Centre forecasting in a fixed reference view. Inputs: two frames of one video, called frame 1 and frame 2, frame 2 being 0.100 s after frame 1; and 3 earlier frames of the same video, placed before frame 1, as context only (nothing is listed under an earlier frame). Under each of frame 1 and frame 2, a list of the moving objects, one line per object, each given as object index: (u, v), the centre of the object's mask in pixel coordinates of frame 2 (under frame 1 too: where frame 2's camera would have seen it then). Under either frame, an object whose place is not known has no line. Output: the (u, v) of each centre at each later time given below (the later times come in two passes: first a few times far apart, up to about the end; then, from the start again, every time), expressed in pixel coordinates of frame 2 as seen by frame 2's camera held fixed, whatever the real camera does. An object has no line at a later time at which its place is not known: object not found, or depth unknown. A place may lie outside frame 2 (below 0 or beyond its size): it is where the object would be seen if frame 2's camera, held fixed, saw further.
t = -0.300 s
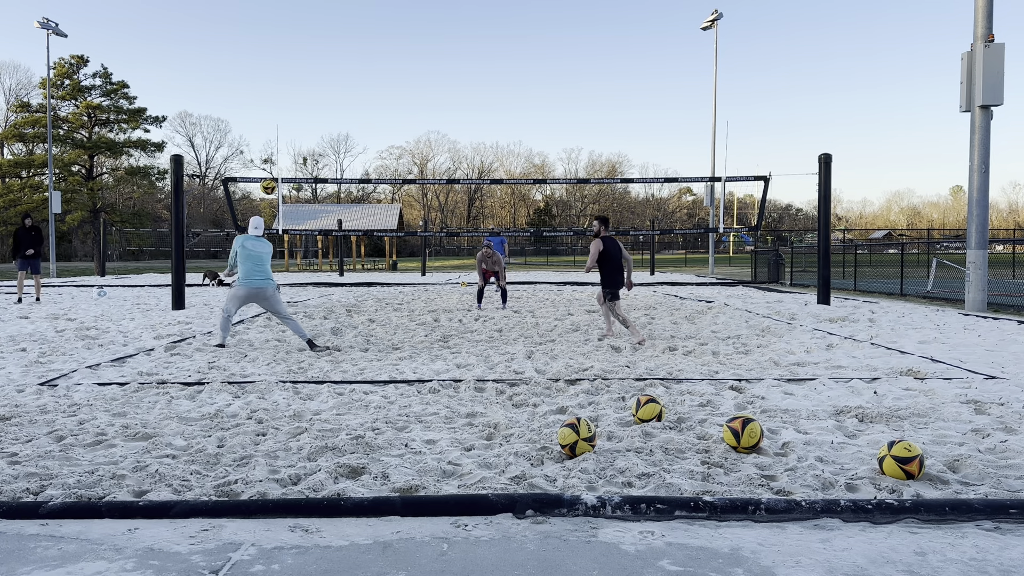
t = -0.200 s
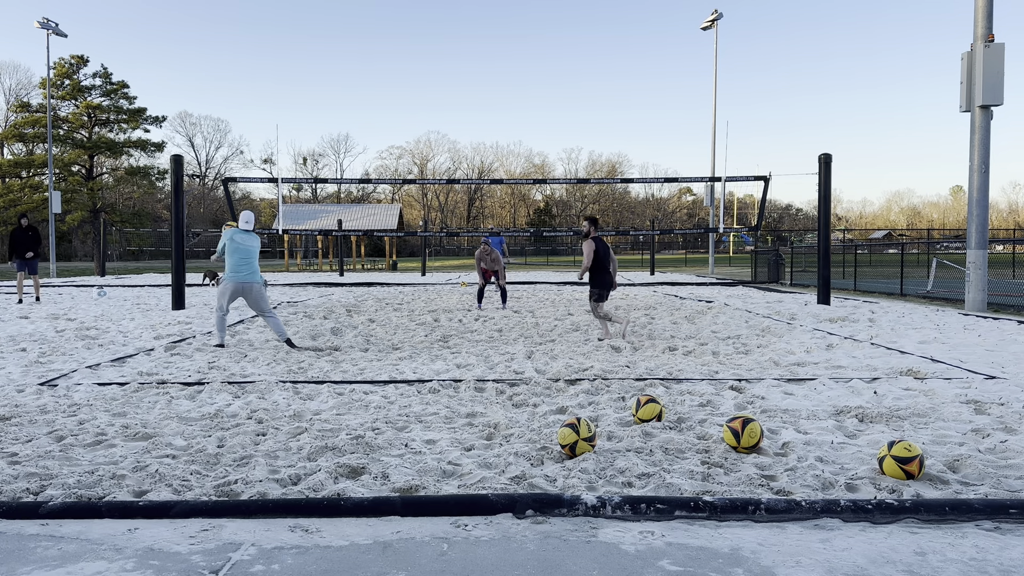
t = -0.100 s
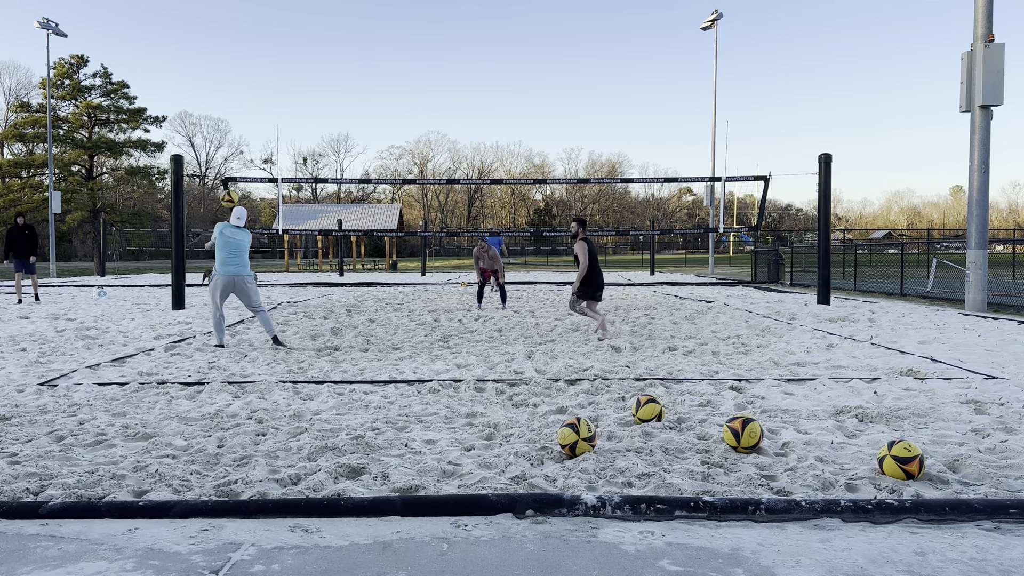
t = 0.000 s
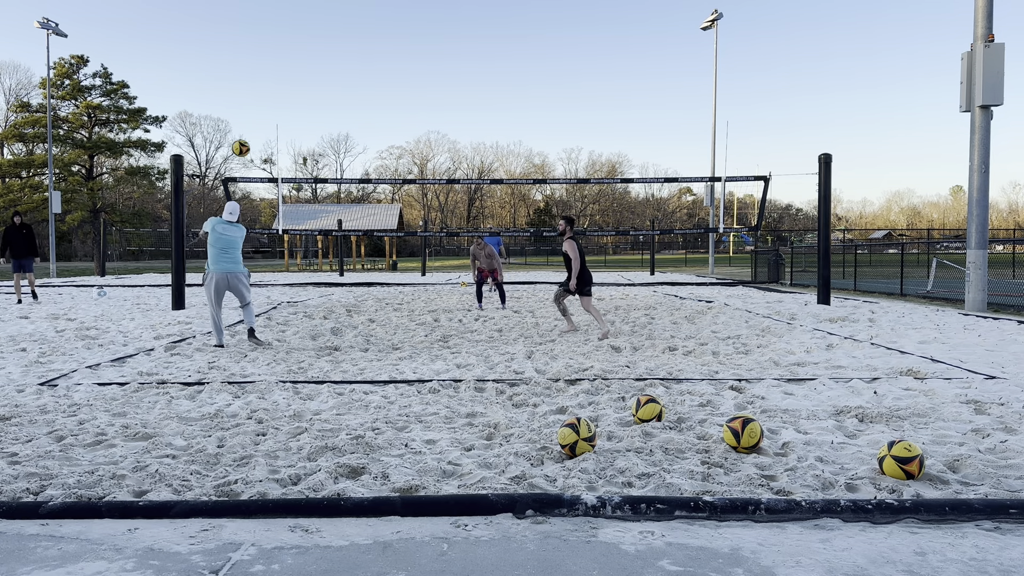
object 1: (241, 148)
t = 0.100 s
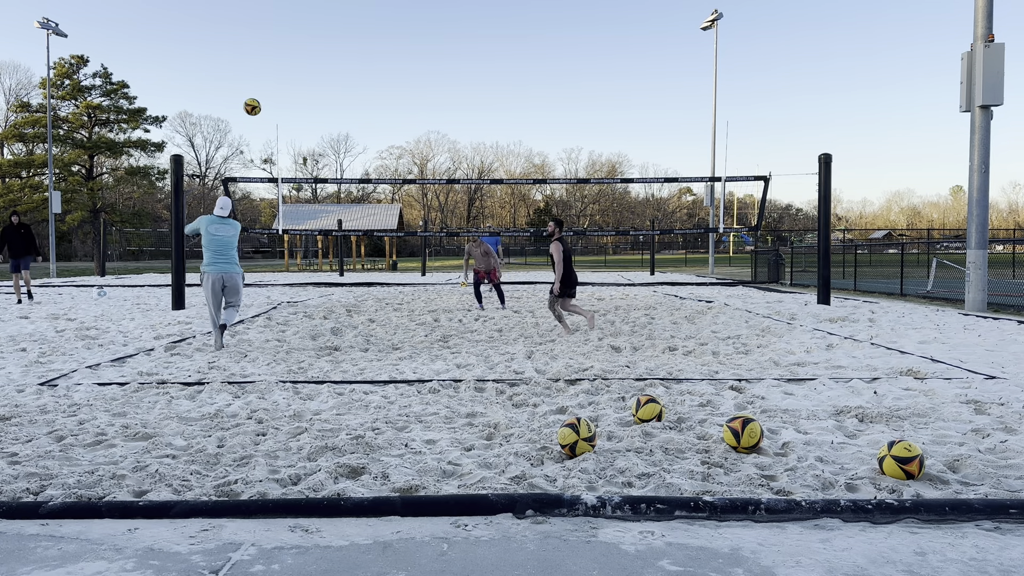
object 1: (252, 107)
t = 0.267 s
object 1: (270, 59)
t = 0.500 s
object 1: (296, 31)
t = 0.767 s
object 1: (325, 50)
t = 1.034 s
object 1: (352, 116)
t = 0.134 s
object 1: (256, 95)
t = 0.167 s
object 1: (259, 85)
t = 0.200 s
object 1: (263, 75)
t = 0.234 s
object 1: (266, 67)
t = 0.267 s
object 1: (270, 59)
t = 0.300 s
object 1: (274, 52)
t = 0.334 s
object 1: (278, 47)
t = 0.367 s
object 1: (281, 42)
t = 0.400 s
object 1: (285, 38)
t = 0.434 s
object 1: (288, 35)
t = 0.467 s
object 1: (292, 33)
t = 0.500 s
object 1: (296, 31)
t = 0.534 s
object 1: (299, 31)
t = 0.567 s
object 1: (303, 31)
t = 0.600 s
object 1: (307, 32)
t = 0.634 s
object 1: (310, 34)
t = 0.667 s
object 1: (314, 37)
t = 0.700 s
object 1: (317, 41)
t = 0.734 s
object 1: (321, 45)
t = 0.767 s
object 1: (325, 50)
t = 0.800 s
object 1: (328, 56)
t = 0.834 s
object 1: (332, 62)
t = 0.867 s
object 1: (335, 70)
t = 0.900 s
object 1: (339, 77)
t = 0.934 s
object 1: (342, 86)
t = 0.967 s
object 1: (346, 95)
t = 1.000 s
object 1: (349, 105)
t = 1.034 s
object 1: (352, 116)
